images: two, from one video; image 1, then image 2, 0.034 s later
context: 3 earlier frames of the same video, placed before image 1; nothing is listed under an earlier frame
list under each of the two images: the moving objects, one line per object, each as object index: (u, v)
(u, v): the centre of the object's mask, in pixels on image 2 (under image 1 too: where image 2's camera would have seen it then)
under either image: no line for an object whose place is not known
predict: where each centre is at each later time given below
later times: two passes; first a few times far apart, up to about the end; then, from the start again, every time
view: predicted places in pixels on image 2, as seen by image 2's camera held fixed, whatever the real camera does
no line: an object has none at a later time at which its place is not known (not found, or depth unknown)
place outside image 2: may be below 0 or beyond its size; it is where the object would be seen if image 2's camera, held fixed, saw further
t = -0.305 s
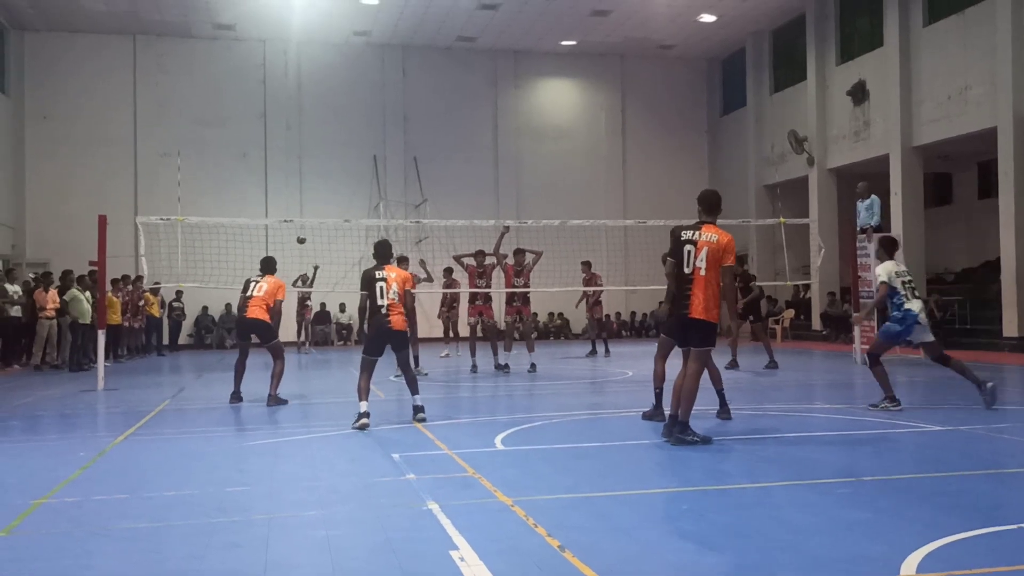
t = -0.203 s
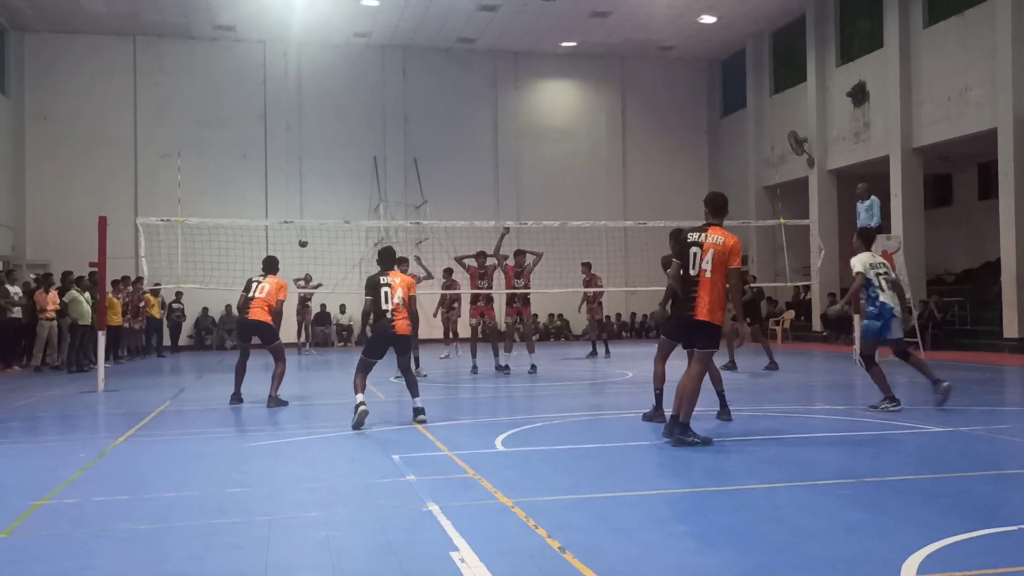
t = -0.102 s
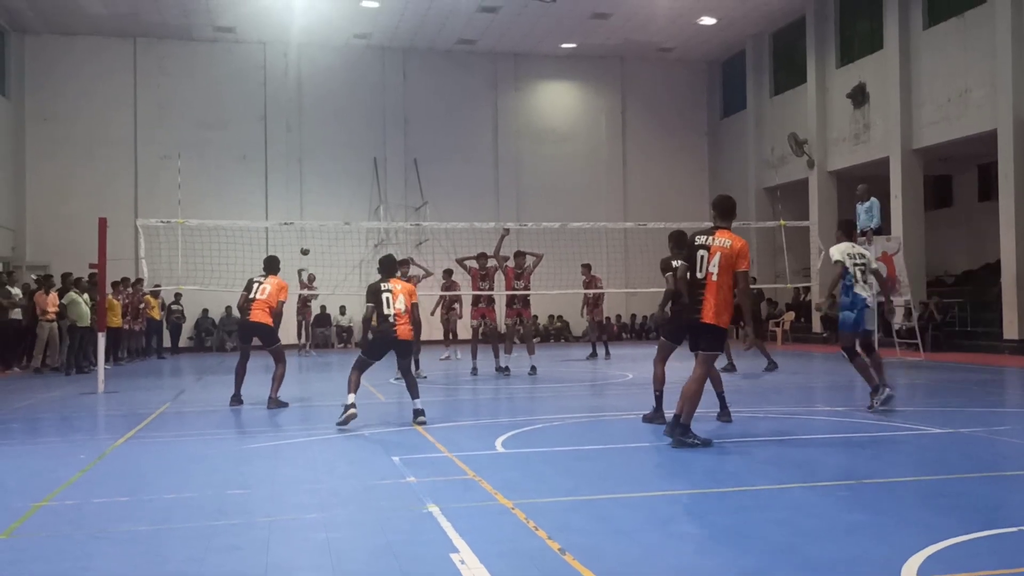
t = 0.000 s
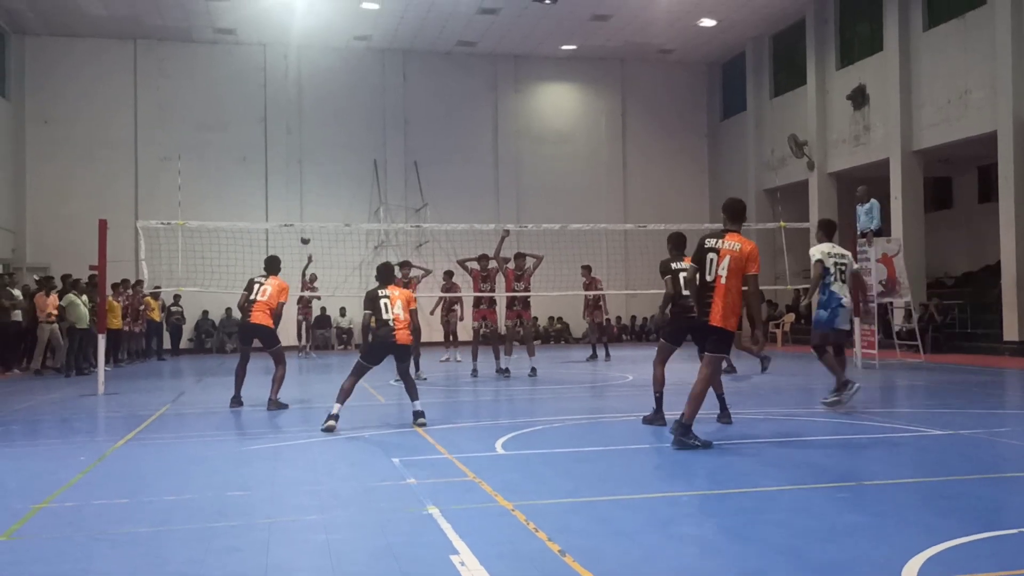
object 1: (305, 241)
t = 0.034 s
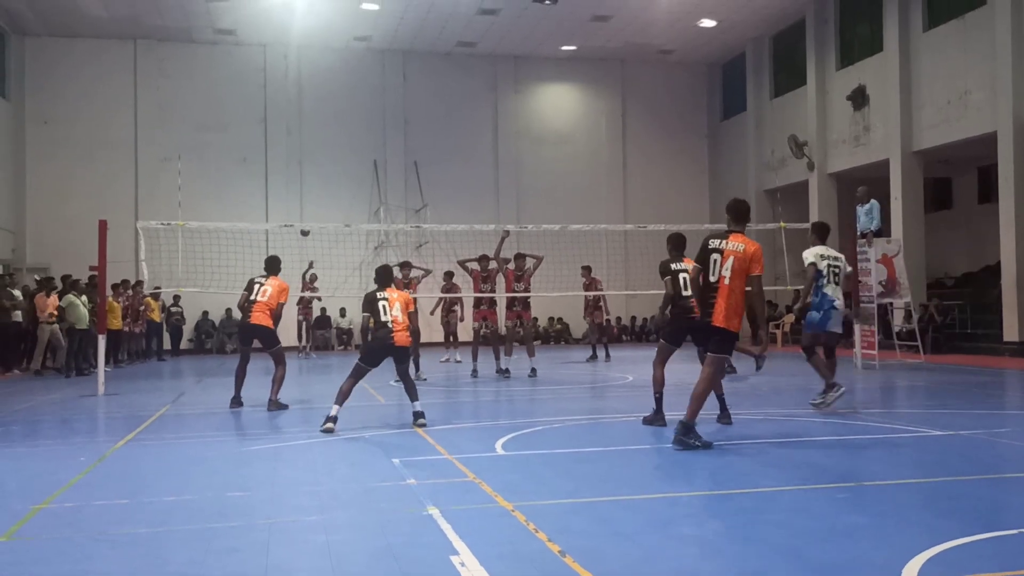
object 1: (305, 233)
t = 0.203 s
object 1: (303, 190)
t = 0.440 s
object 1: (298, 142)
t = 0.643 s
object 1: (290, 113)
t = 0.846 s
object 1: (280, 104)
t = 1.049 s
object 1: (269, 130)
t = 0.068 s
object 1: (305, 221)
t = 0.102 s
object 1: (304, 215)
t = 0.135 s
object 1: (304, 206)
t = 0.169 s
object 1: (304, 198)
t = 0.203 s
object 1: (303, 190)
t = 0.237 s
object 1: (303, 182)
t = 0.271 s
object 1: (302, 175)
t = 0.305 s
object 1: (302, 168)
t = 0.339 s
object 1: (301, 161)
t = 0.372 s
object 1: (300, 154)
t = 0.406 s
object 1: (299, 148)
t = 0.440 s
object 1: (298, 142)
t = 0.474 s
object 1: (297, 136)
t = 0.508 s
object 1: (296, 131)
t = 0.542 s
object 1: (295, 126)
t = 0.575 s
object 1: (293, 121)
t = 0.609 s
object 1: (292, 117)
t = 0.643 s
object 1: (290, 113)
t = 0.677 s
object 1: (289, 110)
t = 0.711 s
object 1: (287, 107)
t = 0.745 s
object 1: (285, 106)
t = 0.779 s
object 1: (283, 104)
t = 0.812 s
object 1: (281, 104)
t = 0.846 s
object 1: (280, 104)
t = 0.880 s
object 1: (278, 106)
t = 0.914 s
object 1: (276, 108)
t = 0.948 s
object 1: (274, 112)
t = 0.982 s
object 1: (272, 117)
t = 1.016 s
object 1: (271, 123)
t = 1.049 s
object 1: (269, 130)
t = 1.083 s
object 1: (268, 139)
